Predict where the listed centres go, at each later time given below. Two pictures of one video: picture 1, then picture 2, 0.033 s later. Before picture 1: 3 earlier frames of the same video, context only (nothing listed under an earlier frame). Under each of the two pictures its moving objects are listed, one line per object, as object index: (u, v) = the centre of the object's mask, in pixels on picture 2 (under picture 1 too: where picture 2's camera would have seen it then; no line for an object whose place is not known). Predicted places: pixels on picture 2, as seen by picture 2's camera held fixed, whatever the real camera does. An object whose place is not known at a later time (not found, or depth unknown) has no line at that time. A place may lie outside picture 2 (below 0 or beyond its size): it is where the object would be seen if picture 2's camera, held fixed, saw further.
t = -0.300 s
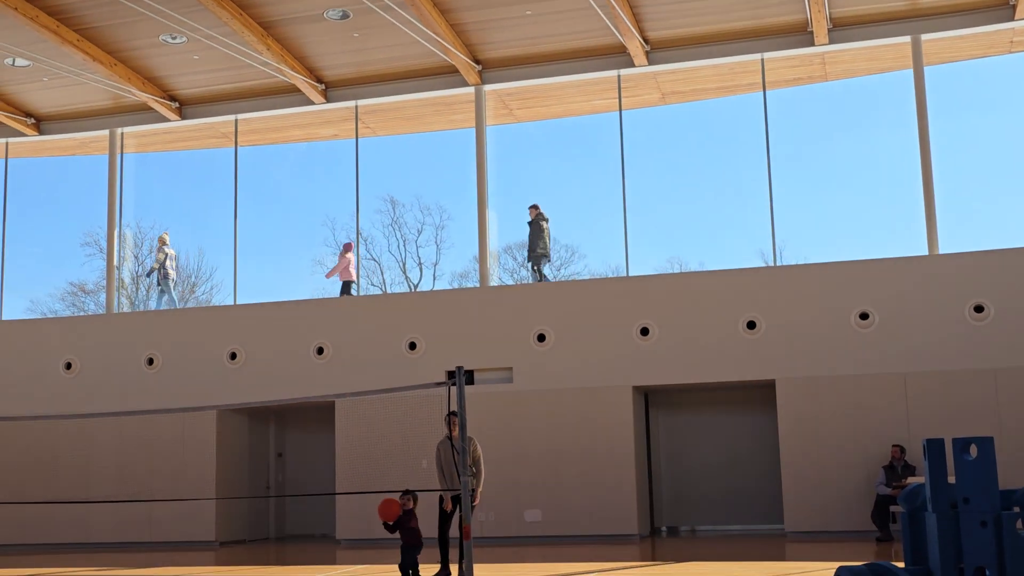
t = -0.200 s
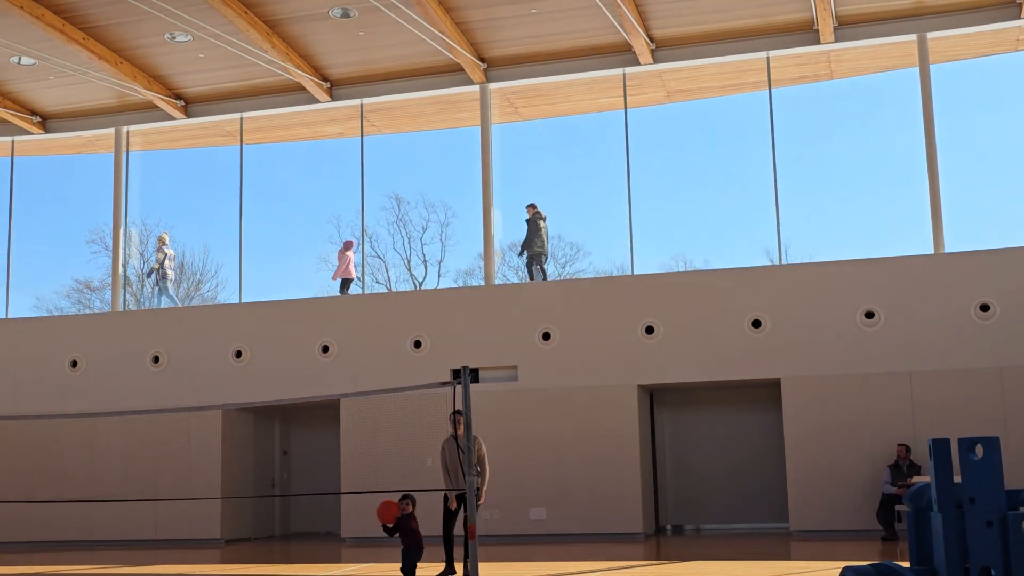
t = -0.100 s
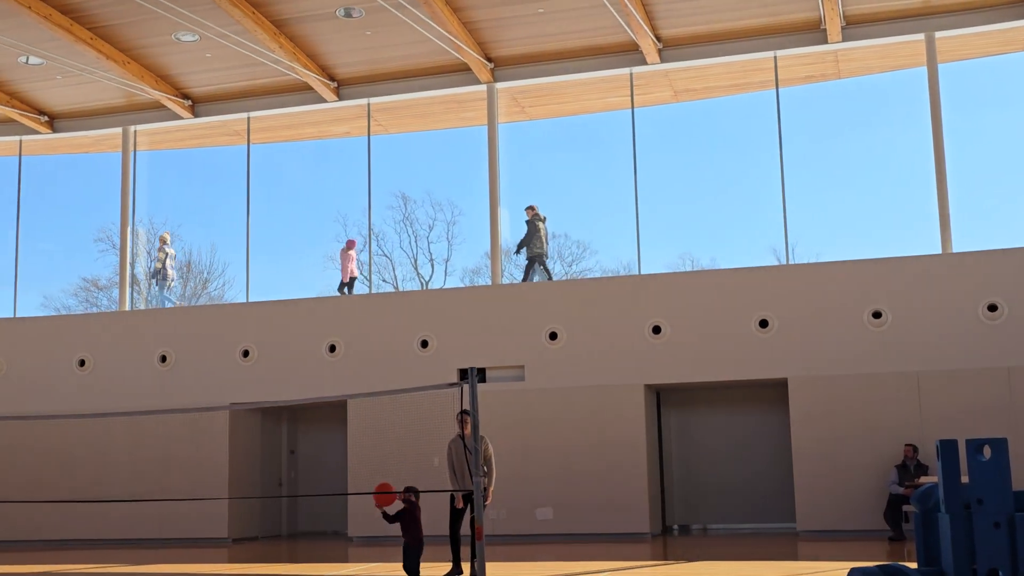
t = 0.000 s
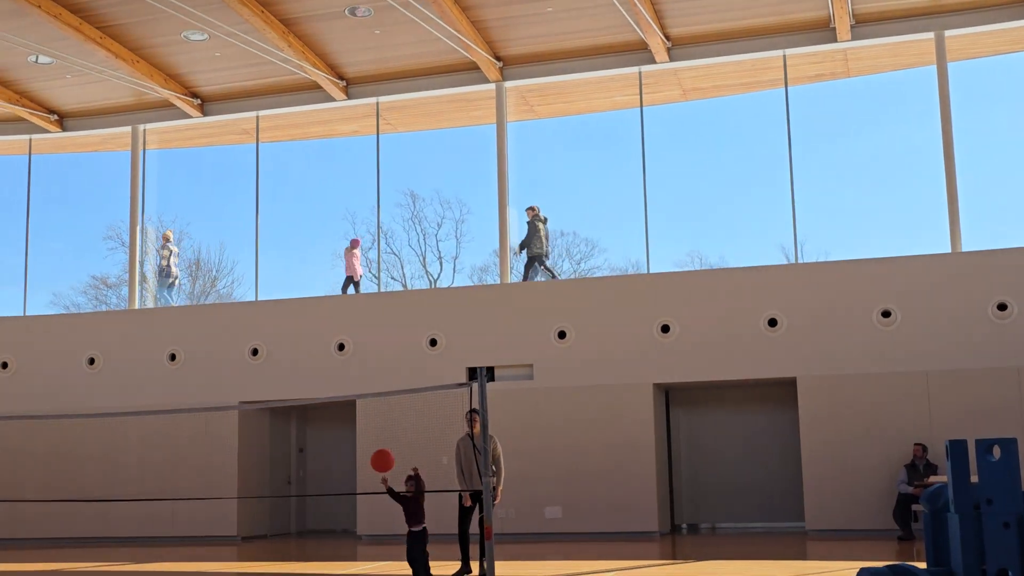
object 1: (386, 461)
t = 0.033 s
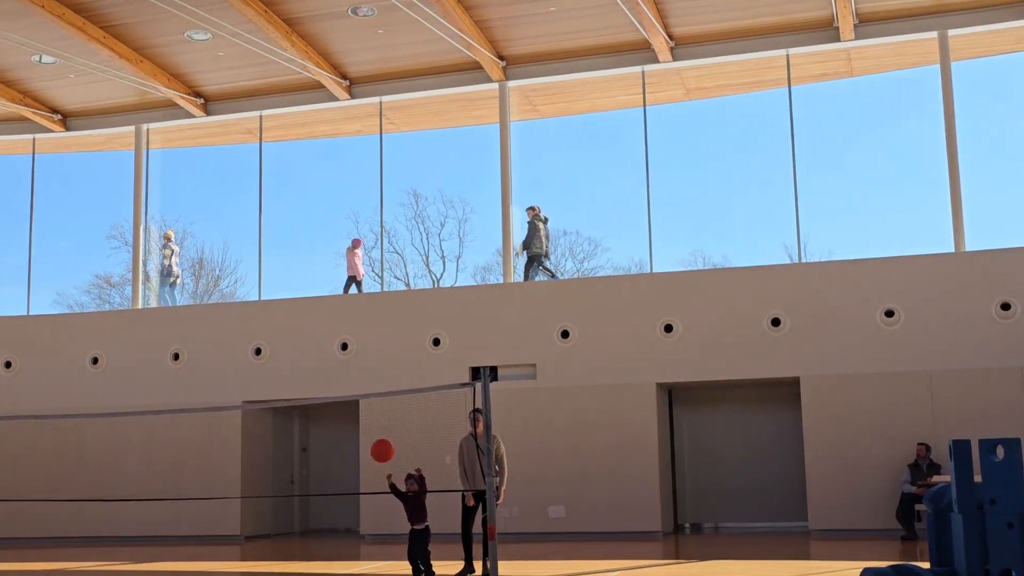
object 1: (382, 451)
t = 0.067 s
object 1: (379, 442)
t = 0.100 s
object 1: (375, 434)
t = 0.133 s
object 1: (372, 428)
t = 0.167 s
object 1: (368, 422)
